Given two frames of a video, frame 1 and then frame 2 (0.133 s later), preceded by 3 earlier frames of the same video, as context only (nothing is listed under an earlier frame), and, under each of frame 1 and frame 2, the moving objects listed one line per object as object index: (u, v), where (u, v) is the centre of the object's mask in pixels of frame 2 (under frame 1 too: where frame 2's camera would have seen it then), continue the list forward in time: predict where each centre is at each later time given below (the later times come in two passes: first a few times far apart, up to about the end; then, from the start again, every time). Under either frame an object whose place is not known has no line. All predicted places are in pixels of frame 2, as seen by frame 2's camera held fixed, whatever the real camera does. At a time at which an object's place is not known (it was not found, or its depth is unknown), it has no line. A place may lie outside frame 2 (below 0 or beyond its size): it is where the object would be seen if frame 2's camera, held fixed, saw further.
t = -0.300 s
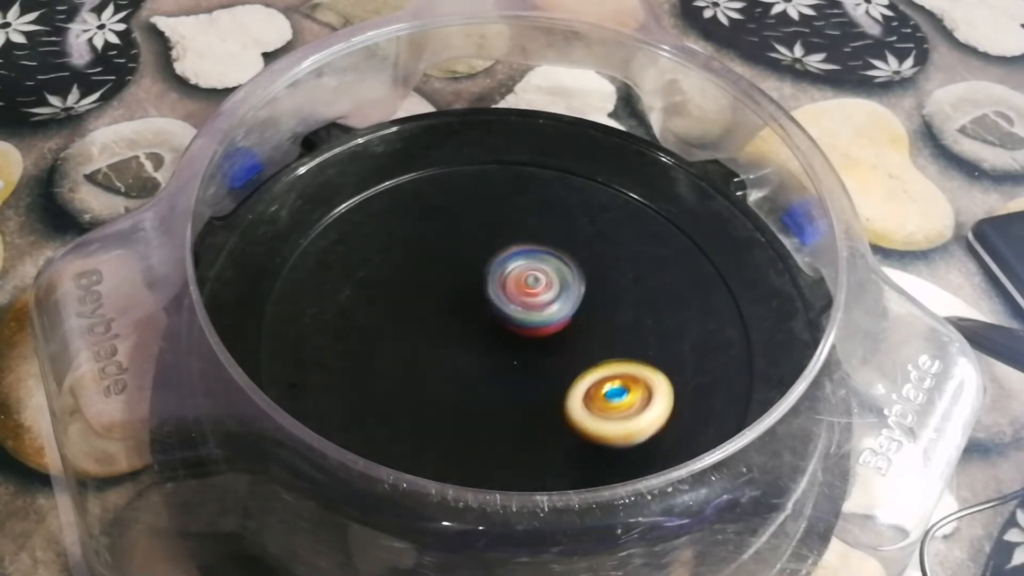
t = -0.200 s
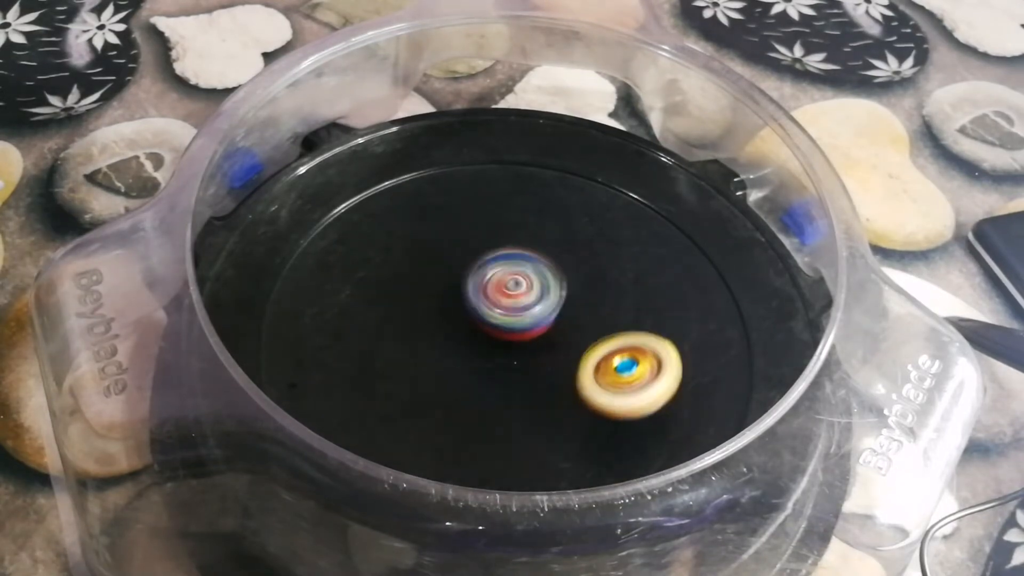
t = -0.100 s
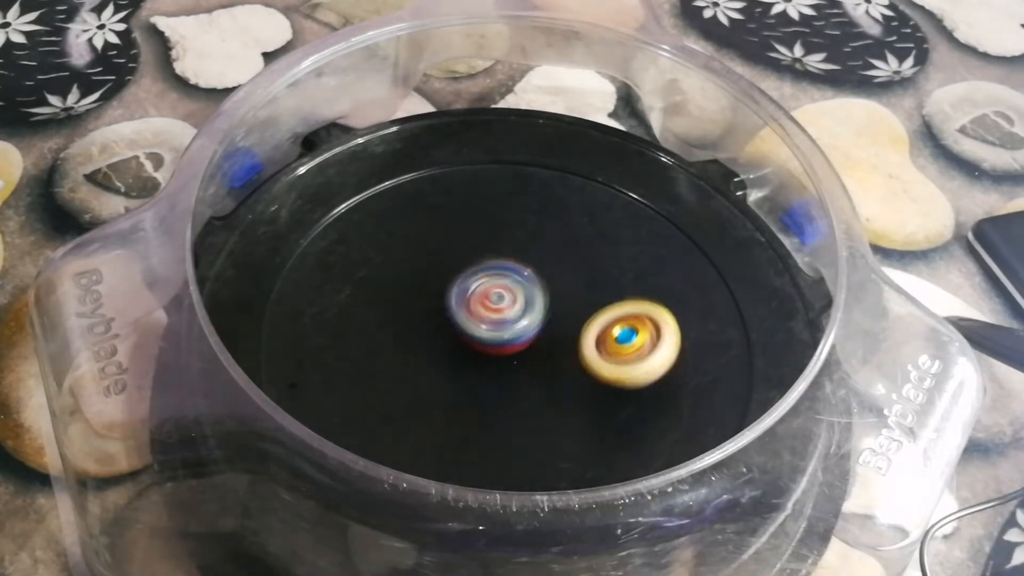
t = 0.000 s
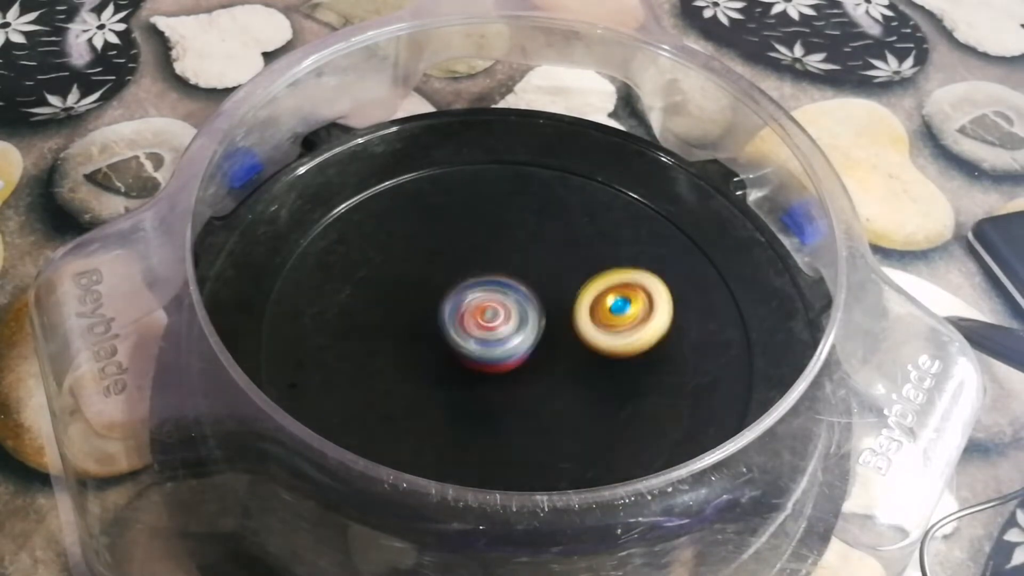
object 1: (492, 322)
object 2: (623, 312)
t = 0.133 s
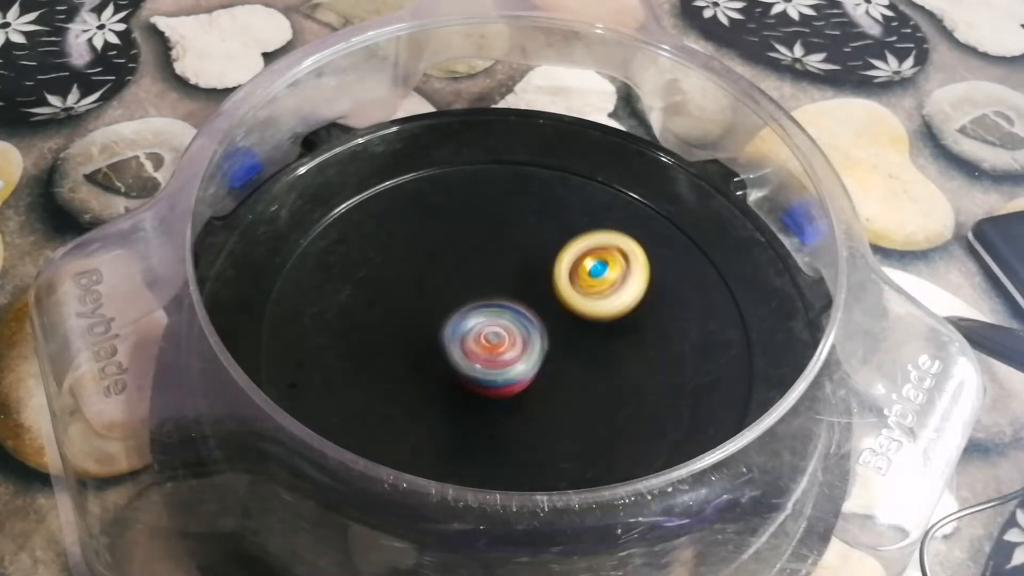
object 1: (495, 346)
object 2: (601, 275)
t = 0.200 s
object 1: (502, 355)
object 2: (586, 259)
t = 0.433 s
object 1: (529, 354)
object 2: (517, 226)
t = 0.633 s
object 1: (531, 327)
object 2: (455, 235)
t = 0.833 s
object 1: (517, 305)
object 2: (406, 273)
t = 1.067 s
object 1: (596, 292)
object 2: (365, 328)
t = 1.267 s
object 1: (584, 284)
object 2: (398, 378)
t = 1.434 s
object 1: (537, 307)
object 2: (463, 399)
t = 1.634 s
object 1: (495, 316)
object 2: (546, 400)
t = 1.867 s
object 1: (469, 309)
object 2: (604, 348)
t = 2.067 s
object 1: (477, 318)
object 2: (607, 291)
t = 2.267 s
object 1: (513, 325)
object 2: (569, 250)
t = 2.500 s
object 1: (548, 321)
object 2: (499, 241)
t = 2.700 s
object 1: (554, 312)
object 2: (448, 273)
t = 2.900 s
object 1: (529, 312)
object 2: (429, 327)
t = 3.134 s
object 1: (530, 310)
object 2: (454, 390)
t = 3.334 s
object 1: (530, 313)
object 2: (516, 410)
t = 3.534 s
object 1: (517, 309)
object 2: (581, 395)
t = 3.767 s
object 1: (457, 281)
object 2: (605, 344)
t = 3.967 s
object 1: (445, 298)
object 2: (577, 300)
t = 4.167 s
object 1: (458, 340)
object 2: (535, 266)
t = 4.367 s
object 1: (469, 385)
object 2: (486, 258)
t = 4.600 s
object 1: (524, 374)
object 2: (447, 292)
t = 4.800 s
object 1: (563, 335)
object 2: (446, 337)
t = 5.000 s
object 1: (596, 314)
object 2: (482, 371)
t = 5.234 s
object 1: (590, 303)
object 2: (544, 376)
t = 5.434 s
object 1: (580, 247)
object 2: (565, 395)
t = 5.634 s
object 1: (560, 234)
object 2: (560, 368)
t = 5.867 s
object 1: (505, 257)
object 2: (532, 336)
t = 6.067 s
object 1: (454, 244)
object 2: (497, 343)
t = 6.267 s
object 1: (430, 245)
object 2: (463, 344)
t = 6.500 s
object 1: (436, 236)
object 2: (484, 376)
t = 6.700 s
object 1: (462, 265)
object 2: (513, 376)
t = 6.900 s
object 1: (472, 286)
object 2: (569, 389)
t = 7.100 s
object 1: (476, 294)
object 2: (558, 374)
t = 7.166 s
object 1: (481, 309)
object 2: (546, 372)
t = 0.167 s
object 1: (499, 352)
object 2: (594, 267)
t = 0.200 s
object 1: (502, 355)
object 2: (586, 259)
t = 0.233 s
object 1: (505, 358)
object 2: (577, 252)
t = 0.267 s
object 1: (509, 360)
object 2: (567, 245)
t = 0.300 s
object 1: (514, 359)
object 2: (557, 240)
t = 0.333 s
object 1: (520, 359)
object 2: (547, 236)
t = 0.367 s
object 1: (524, 358)
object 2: (538, 232)
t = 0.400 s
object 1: (527, 356)
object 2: (528, 228)
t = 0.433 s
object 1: (529, 354)
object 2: (517, 226)
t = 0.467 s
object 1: (532, 350)
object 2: (506, 225)
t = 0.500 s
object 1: (533, 346)
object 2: (496, 225)
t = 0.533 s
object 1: (534, 342)
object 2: (486, 226)
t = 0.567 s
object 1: (534, 338)
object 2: (475, 228)
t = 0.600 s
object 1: (532, 332)
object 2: (465, 231)
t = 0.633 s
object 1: (531, 327)
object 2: (455, 235)
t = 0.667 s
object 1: (528, 322)
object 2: (446, 240)
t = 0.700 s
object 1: (524, 317)
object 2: (438, 245)
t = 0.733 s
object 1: (520, 313)
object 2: (430, 252)
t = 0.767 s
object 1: (516, 307)
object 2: (424, 259)
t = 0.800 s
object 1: (511, 305)
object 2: (418, 267)
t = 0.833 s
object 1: (517, 305)
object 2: (406, 273)
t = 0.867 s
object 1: (530, 307)
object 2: (391, 281)
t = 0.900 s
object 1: (543, 308)
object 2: (383, 287)
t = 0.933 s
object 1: (558, 306)
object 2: (377, 295)
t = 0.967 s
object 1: (571, 303)
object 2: (371, 303)
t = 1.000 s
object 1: (583, 301)
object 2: (367, 311)
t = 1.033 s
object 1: (592, 296)
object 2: (366, 319)
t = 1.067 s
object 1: (596, 292)
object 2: (365, 328)
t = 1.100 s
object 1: (600, 288)
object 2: (366, 337)
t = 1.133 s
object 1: (600, 286)
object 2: (369, 346)
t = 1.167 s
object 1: (600, 284)
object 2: (374, 355)
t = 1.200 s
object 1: (596, 283)
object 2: (381, 363)
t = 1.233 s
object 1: (591, 283)
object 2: (389, 371)
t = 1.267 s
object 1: (584, 284)
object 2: (398, 378)
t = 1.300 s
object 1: (577, 287)
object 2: (410, 384)
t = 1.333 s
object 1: (570, 290)
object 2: (422, 390)
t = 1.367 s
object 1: (558, 294)
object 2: (435, 394)
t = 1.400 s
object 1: (549, 300)
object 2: (449, 397)
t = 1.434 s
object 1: (537, 307)
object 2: (463, 399)
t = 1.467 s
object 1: (529, 315)
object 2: (478, 401)
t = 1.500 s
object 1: (519, 323)
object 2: (491, 402)
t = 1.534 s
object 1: (513, 323)
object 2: (505, 406)
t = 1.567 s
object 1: (507, 321)
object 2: (520, 406)
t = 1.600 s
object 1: (502, 317)
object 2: (533, 403)
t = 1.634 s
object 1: (495, 316)
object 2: (546, 400)
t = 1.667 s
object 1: (490, 313)
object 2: (558, 395)
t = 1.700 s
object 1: (485, 312)
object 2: (569, 390)
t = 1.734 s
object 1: (480, 311)
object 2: (578, 382)
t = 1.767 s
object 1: (475, 309)
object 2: (586, 374)
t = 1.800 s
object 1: (473, 308)
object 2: (593, 366)
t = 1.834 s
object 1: (471, 308)
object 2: (599, 357)
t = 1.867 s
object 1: (469, 309)
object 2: (604, 348)
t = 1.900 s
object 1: (468, 309)
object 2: (607, 338)
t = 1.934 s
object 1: (466, 311)
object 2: (610, 328)
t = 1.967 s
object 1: (468, 312)
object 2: (612, 319)
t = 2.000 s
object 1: (471, 314)
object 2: (612, 309)
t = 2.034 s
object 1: (474, 315)
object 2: (610, 300)
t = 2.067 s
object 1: (477, 318)
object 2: (607, 291)
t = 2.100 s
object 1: (480, 319)
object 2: (603, 283)
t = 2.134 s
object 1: (486, 320)
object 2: (598, 275)
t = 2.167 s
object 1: (493, 322)
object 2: (593, 267)
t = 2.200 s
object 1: (498, 323)
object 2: (586, 261)
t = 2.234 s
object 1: (504, 325)
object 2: (578, 255)
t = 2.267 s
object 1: (513, 325)
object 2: (569, 250)
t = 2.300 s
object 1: (517, 326)
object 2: (560, 246)
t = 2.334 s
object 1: (525, 325)
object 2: (551, 242)
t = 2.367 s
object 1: (533, 326)
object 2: (541, 240)
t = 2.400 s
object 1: (535, 324)
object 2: (531, 238)
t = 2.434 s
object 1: (542, 323)
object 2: (520, 238)
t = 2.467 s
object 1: (546, 323)
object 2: (509, 239)
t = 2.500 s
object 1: (548, 321)
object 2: (499, 241)
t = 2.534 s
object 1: (552, 319)
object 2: (490, 244)
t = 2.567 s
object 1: (555, 318)
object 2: (480, 248)
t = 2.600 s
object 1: (555, 317)
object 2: (471, 253)
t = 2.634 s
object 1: (555, 314)
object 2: (463, 259)
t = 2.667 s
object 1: (555, 313)
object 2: (455, 266)
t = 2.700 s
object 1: (554, 312)
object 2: (448, 273)
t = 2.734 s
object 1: (552, 312)
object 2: (442, 281)
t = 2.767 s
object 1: (547, 311)
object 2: (437, 289)
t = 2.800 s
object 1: (544, 311)
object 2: (435, 299)
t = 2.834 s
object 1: (540, 310)
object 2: (431, 308)
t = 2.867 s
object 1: (535, 312)
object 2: (430, 318)
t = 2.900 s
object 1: (529, 312)
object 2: (429, 327)
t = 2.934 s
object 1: (524, 314)
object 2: (430, 337)
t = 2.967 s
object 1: (524, 313)
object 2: (428, 347)
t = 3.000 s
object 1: (526, 312)
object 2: (431, 357)
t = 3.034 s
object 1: (528, 310)
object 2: (434, 367)
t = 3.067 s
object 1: (529, 310)
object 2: (439, 374)
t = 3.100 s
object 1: (529, 309)
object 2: (445, 382)
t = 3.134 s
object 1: (530, 310)
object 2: (454, 390)
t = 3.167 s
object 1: (531, 309)
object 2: (463, 396)
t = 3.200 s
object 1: (531, 310)
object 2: (473, 401)
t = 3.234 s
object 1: (531, 310)
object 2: (483, 405)
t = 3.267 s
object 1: (531, 311)
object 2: (495, 408)
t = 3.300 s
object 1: (531, 312)
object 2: (506, 410)
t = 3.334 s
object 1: (530, 313)
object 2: (516, 410)
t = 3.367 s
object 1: (530, 315)
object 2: (527, 409)
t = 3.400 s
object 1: (530, 316)
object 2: (538, 407)
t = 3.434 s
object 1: (528, 317)
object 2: (548, 403)
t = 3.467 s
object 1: (526, 318)
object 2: (557, 399)
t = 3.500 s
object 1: (523, 315)
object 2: (569, 397)
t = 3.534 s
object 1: (517, 309)
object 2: (581, 395)
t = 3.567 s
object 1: (508, 302)
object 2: (588, 389)
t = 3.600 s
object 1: (497, 295)
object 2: (594, 383)
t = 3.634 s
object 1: (489, 290)
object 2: (599, 376)
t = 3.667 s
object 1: (480, 285)
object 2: (603, 368)
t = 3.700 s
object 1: (471, 282)
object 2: (606, 360)
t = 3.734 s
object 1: (463, 280)
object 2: (606, 352)
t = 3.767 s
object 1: (457, 281)
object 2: (605, 344)
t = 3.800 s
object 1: (452, 280)
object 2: (603, 336)
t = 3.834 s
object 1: (448, 283)
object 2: (600, 328)
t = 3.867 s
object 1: (446, 285)
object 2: (596, 320)
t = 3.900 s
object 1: (445, 289)
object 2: (592, 313)
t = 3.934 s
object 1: (445, 293)
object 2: (584, 306)
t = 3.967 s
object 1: (445, 298)
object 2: (577, 300)
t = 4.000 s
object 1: (451, 304)
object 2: (568, 294)
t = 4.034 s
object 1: (453, 310)
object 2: (559, 289)
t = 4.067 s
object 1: (461, 317)
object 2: (551, 284)
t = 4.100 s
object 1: (463, 325)
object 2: (544, 279)
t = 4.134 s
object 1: (458, 335)
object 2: (541, 270)
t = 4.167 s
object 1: (458, 340)
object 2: (535, 266)
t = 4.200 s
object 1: (458, 349)
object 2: (527, 262)
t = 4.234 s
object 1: (457, 358)
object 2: (520, 259)
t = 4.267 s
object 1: (458, 366)
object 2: (511, 258)
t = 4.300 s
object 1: (462, 374)
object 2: (503, 257)
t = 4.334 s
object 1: (465, 380)
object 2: (494, 258)
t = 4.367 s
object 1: (469, 385)
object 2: (486, 258)
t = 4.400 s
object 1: (477, 389)
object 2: (479, 261)
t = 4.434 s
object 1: (486, 391)
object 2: (471, 264)
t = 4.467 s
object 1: (493, 392)
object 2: (465, 268)
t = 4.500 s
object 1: (500, 389)
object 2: (459, 273)
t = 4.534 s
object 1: (511, 385)
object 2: (454, 278)
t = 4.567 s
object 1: (517, 381)
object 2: (450, 284)
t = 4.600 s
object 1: (524, 374)
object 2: (447, 292)
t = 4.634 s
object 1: (532, 367)
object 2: (445, 298)
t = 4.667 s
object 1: (536, 359)
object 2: (444, 306)
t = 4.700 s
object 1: (541, 352)
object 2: (443, 313)
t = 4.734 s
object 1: (544, 344)
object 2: (445, 322)
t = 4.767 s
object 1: (555, 338)
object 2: (444, 329)
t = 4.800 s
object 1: (563, 335)
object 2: (446, 337)
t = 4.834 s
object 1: (567, 332)
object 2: (450, 344)
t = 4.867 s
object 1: (570, 329)
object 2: (455, 350)
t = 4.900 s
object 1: (575, 324)
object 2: (461, 357)
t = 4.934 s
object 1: (586, 319)
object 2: (467, 362)
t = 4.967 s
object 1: (594, 316)
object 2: (474, 367)
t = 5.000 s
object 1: (596, 314)
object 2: (482, 371)
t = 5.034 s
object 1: (601, 311)
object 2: (491, 374)
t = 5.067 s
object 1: (602, 310)
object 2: (499, 377)
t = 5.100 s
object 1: (601, 308)
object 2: (509, 379)
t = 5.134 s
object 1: (602, 306)
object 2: (517, 379)
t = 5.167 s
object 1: (597, 306)
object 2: (526, 379)
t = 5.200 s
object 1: (593, 305)
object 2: (535, 377)
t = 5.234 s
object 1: (590, 303)
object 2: (544, 376)
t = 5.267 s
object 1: (587, 292)
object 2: (546, 386)
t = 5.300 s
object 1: (584, 279)
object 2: (552, 394)
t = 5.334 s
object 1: (581, 269)
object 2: (556, 395)
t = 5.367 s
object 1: (580, 261)
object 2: (558, 396)
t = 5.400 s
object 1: (579, 254)
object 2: (562, 397)
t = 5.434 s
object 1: (580, 247)
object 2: (565, 395)
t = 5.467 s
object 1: (575, 242)
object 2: (566, 393)
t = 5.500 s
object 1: (573, 235)
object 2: (567, 389)
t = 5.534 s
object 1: (572, 233)
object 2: (566, 384)
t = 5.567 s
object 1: (568, 232)
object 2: (565, 380)
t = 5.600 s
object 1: (566, 231)
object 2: (564, 373)
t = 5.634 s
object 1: (560, 234)
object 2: (560, 368)
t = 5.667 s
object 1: (554, 237)
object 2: (557, 361)
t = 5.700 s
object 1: (549, 238)
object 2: (554, 355)
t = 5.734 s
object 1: (544, 242)
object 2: (549, 350)
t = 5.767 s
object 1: (535, 248)
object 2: (544, 345)
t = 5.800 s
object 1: (524, 253)
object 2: (540, 339)
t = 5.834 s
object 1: (514, 255)
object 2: (534, 335)
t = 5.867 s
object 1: (505, 257)
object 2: (532, 336)
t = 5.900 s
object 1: (494, 253)
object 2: (530, 340)
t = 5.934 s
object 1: (483, 251)
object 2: (526, 339)
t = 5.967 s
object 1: (472, 250)
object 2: (518, 340)
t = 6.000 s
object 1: (463, 247)
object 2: (511, 342)
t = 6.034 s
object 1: (459, 245)
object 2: (505, 343)
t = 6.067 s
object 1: (454, 244)
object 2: (497, 343)
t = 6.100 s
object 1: (448, 242)
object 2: (489, 345)
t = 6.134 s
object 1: (442, 239)
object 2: (483, 345)
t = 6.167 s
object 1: (436, 238)
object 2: (477, 345)
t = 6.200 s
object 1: (436, 239)
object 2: (471, 345)
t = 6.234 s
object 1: (436, 242)
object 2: (467, 344)
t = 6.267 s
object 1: (430, 245)
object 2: (463, 344)
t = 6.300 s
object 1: (429, 247)
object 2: (459, 342)
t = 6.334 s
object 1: (432, 250)
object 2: (456, 340)
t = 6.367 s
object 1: (433, 256)
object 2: (454, 341)
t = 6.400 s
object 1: (433, 253)
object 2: (463, 355)
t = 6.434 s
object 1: (435, 244)
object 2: (471, 369)
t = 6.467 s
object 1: (436, 239)
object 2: (479, 374)
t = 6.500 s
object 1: (436, 236)
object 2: (484, 376)
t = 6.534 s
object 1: (439, 235)
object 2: (487, 379)
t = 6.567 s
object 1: (441, 239)
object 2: (492, 381)
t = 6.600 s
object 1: (443, 242)
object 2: (499, 381)
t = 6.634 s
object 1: (449, 246)
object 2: (505, 380)
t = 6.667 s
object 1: (455, 254)
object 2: (509, 378)
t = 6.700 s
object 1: (462, 265)
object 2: (513, 376)
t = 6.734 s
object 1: (471, 274)
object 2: (518, 372)
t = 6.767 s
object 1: (477, 289)
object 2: (521, 367)
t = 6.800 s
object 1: (478, 294)
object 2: (530, 371)
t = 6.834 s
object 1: (474, 287)
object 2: (547, 385)
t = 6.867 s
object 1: (471, 285)
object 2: (561, 390)
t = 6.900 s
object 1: (472, 286)
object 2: (569, 389)
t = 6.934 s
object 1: (470, 287)
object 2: (571, 386)
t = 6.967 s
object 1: (468, 290)
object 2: (568, 383)
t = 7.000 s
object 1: (461, 294)
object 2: (566, 381)
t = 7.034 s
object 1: (458, 294)
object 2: (563, 380)
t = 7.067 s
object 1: (466, 292)
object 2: (561, 378)
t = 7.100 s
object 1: (476, 294)
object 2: (558, 374)
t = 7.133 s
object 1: (482, 300)
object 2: (551, 372)
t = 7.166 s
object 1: (481, 309)
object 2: (546, 372)
